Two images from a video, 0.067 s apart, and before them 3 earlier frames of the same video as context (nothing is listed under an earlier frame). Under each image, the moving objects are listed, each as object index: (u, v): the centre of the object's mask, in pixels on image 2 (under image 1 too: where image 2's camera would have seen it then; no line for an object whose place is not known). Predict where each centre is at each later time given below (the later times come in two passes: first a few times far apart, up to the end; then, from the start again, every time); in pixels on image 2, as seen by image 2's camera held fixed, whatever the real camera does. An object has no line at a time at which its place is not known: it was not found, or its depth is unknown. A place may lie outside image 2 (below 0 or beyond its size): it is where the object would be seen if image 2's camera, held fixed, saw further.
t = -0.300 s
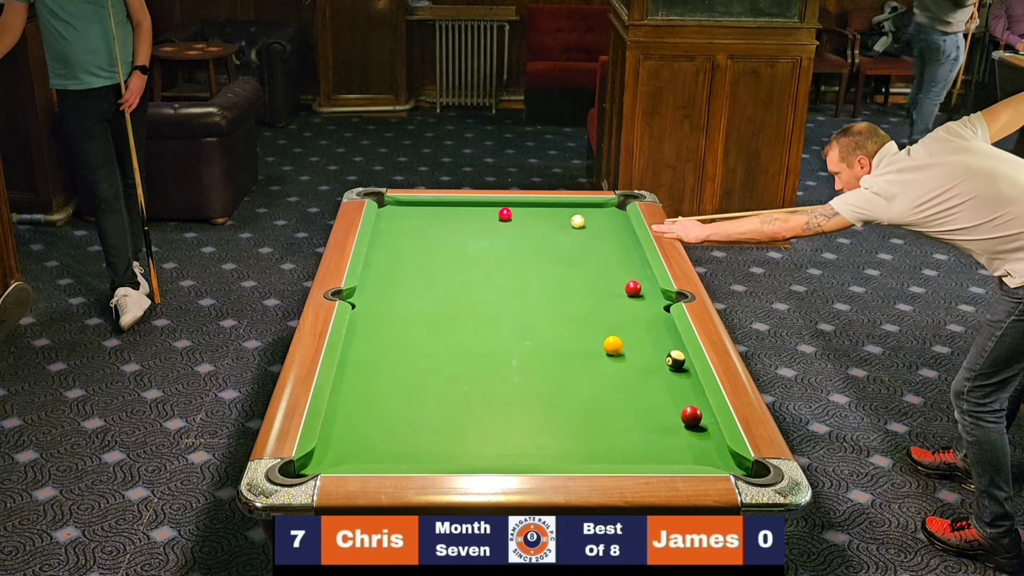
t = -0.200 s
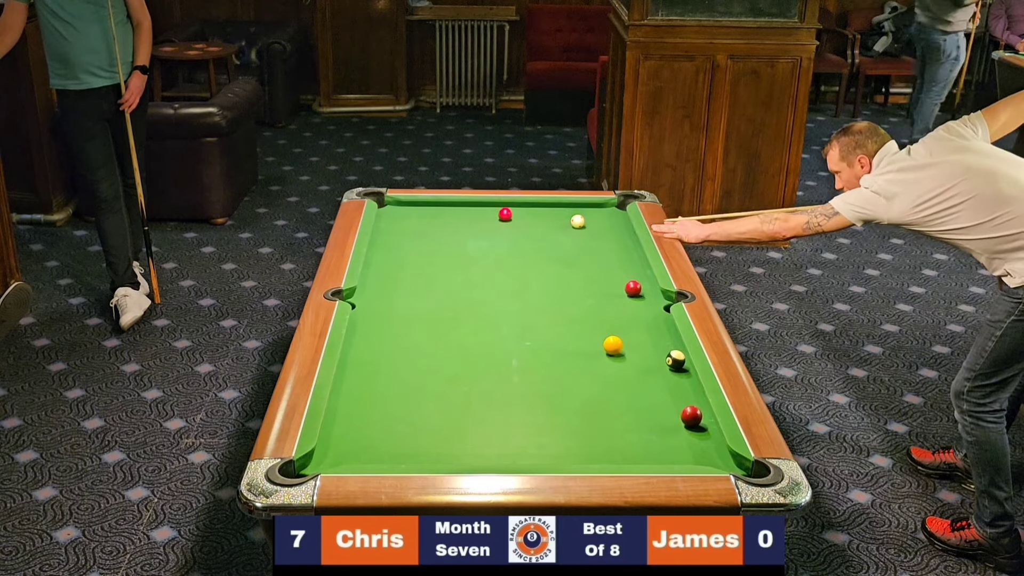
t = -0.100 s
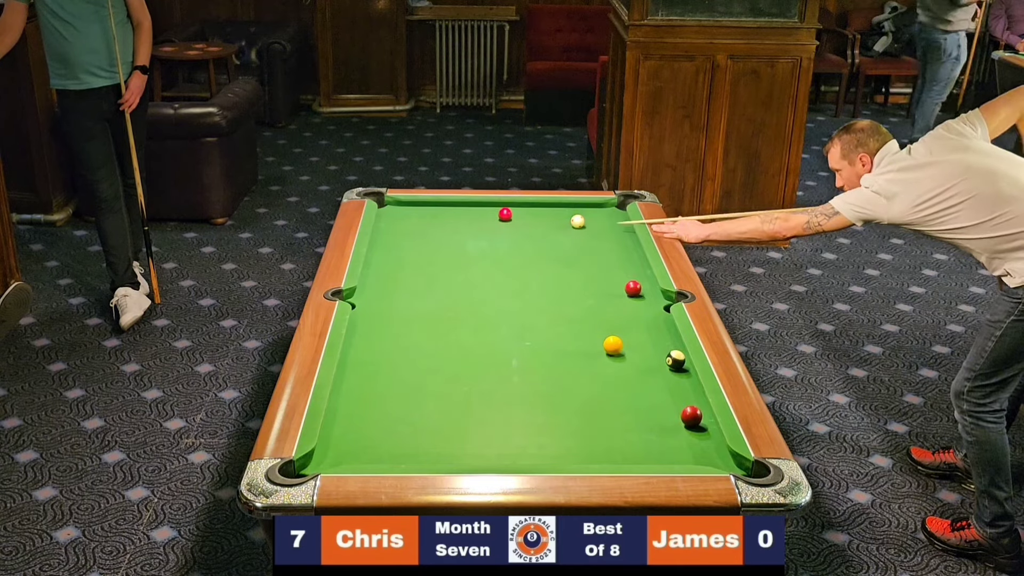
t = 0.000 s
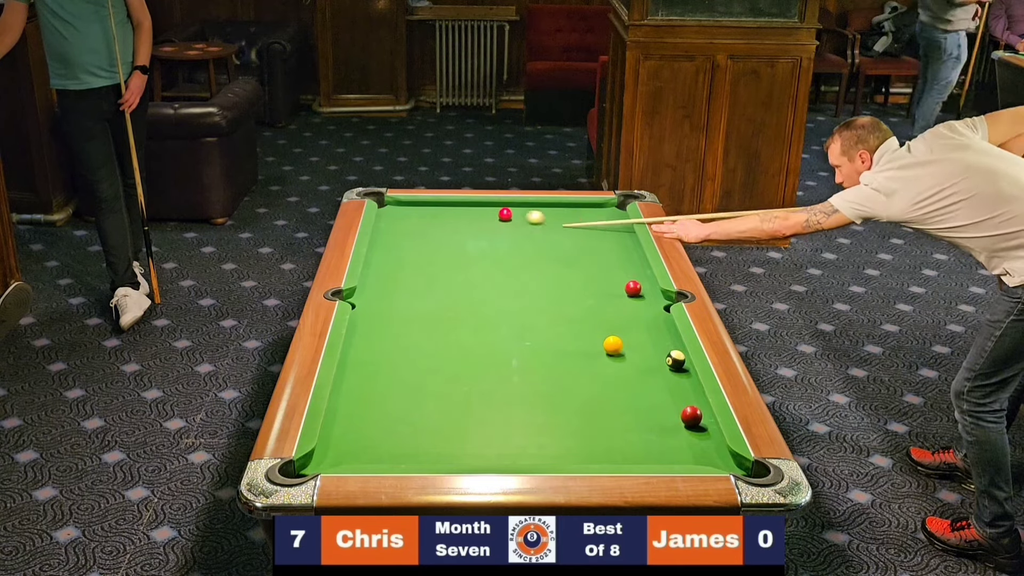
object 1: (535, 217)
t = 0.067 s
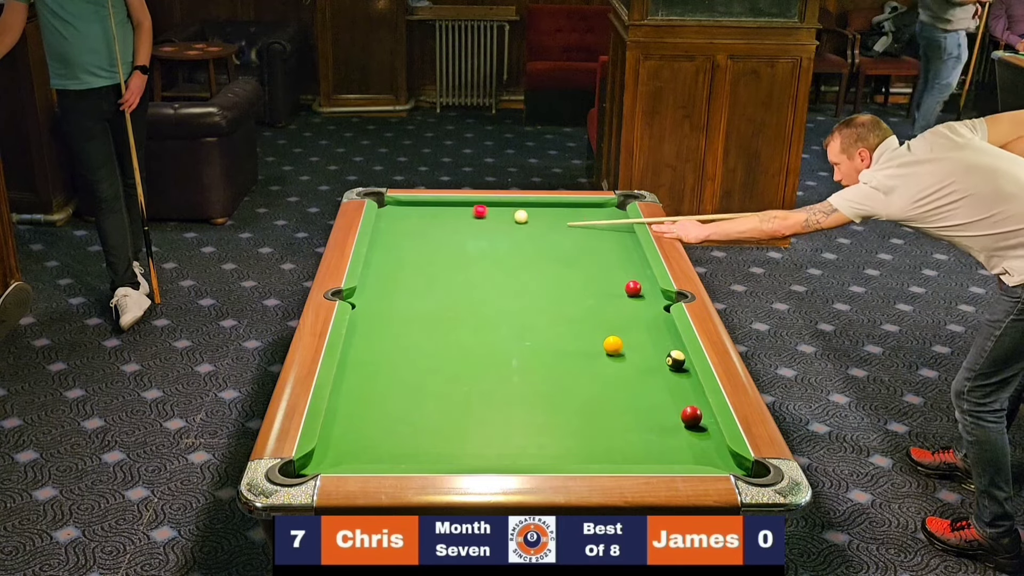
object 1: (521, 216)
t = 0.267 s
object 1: (550, 221)
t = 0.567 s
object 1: (609, 229)
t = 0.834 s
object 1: (609, 232)
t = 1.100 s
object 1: (579, 234)
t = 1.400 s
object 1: (547, 235)
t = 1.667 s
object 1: (521, 235)
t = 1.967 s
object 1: (495, 236)
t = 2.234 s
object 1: (473, 237)
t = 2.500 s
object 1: (454, 238)
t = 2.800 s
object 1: (436, 238)
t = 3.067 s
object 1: (422, 238)
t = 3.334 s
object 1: (411, 239)
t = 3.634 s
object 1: (401, 239)
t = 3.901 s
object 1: (395, 239)
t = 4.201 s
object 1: (391, 239)
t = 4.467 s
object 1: (391, 239)
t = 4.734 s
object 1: (391, 239)
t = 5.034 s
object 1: (391, 239)
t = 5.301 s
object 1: (391, 239)
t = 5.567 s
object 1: (391, 239)
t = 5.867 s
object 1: (391, 239)
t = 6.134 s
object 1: (391, 239)
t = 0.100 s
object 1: (524, 217)
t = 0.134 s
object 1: (528, 218)
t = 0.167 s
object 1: (532, 218)
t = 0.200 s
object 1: (538, 219)
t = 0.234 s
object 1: (544, 220)
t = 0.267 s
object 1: (550, 221)
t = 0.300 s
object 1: (557, 222)
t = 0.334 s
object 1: (564, 223)
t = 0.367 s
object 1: (570, 224)
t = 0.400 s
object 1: (576, 224)
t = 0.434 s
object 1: (583, 225)
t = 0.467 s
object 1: (589, 226)
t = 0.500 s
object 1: (596, 227)
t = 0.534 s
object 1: (602, 228)
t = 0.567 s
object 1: (609, 229)
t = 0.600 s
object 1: (615, 230)
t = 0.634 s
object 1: (622, 231)
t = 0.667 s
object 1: (628, 232)
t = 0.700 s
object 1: (625, 232)
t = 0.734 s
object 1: (621, 232)
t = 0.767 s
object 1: (617, 232)
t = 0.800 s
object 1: (613, 232)
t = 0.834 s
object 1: (609, 232)
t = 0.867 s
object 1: (606, 233)
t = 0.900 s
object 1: (602, 233)
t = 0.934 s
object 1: (598, 233)
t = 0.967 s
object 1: (594, 233)
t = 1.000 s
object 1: (590, 233)
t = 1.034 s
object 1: (586, 233)
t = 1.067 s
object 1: (583, 233)
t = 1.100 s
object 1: (579, 234)
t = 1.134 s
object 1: (575, 234)
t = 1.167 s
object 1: (572, 234)
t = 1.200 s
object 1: (568, 234)
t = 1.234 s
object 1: (564, 234)
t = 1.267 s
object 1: (561, 234)
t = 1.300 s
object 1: (557, 234)
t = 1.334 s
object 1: (554, 234)
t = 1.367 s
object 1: (551, 235)
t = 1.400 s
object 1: (547, 235)
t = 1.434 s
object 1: (544, 235)
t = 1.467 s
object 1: (541, 235)
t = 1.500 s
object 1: (537, 235)
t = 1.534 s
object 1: (534, 235)
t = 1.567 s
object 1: (531, 235)
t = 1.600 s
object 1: (528, 235)
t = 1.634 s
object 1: (524, 235)
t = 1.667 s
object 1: (521, 235)
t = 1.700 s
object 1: (518, 236)
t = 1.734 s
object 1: (515, 236)
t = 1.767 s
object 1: (512, 236)
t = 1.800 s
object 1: (509, 236)
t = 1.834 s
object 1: (506, 236)
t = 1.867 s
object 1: (503, 236)
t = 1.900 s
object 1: (500, 236)
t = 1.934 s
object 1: (498, 236)
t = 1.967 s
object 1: (495, 236)
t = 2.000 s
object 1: (492, 237)
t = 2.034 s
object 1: (489, 237)
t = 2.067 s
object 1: (487, 237)
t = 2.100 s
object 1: (484, 237)
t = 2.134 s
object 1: (481, 237)
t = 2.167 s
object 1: (478, 237)
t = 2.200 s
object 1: (476, 237)
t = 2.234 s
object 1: (473, 237)
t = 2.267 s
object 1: (471, 237)
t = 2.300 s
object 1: (468, 237)
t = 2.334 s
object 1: (466, 237)
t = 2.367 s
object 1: (464, 237)
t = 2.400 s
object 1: (461, 237)
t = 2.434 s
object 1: (459, 237)
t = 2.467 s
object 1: (457, 238)
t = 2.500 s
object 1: (454, 238)
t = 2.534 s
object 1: (452, 238)
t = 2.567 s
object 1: (450, 238)
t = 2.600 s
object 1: (448, 238)
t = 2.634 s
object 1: (446, 238)
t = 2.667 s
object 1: (444, 238)
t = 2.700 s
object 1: (442, 238)
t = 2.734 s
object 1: (440, 238)
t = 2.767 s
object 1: (438, 238)
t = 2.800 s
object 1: (436, 238)
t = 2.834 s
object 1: (434, 238)
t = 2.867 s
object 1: (432, 238)
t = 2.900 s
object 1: (430, 238)
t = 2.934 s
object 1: (429, 238)
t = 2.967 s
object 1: (427, 238)
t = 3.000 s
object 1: (425, 238)
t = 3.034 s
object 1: (424, 238)
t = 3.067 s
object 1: (422, 238)
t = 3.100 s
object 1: (420, 238)
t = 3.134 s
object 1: (419, 238)
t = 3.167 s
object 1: (418, 238)
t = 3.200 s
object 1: (416, 239)
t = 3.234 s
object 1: (415, 239)
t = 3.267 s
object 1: (413, 239)
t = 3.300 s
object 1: (412, 239)
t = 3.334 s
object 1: (411, 239)
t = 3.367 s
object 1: (410, 239)
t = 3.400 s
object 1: (408, 239)
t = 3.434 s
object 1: (407, 239)
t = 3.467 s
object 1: (406, 239)
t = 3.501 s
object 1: (405, 239)
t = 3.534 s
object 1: (404, 239)
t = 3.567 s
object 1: (403, 239)
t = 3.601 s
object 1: (402, 239)
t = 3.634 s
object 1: (401, 239)
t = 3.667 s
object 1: (400, 239)
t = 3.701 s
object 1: (399, 239)
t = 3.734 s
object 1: (398, 239)
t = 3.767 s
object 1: (398, 239)
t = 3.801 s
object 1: (397, 239)
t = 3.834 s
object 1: (396, 239)
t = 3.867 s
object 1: (396, 239)
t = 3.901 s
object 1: (395, 239)
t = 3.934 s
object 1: (394, 239)
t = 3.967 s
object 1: (394, 239)
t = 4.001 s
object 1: (393, 239)
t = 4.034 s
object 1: (393, 239)
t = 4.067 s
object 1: (392, 239)
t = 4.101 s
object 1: (392, 239)
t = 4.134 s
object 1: (392, 239)
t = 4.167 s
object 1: (392, 239)
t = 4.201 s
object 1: (391, 239)
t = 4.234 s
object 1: (391, 239)
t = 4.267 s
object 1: (391, 239)
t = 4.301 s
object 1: (391, 239)
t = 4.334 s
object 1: (391, 239)
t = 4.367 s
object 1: (391, 239)
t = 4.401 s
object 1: (390, 239)
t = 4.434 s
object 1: (390, 239)
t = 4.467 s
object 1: (391, 239)
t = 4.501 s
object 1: (391, 239)
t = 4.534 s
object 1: (391, 239)
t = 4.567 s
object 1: (391, 239)
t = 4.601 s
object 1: (391, 239)
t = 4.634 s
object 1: (391, 239)
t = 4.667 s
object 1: (391, 239)
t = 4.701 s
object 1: (391, 239)
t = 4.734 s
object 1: (391, 239)
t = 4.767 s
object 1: (391, 239)
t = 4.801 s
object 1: (391, 239)
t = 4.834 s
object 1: (391, 239)
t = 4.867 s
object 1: (391, 239)
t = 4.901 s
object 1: (391, 239)
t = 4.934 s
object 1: (391, 239)
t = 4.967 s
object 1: (391, 239)
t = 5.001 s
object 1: (391, 239)
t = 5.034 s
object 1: (391, 239)
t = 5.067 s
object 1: (391, 239)
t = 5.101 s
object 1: (391, 239)
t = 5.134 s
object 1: (391, 239)
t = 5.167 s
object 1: (391, 239)
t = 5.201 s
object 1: (391, 239)
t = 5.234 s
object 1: (391, 239)
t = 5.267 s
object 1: (391, 239)
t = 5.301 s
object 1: (391, 239)
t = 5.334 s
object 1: (391, 239)
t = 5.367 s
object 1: (391, 239)
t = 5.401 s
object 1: (391, 239)
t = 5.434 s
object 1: (391, 239)
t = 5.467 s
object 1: (391, 239)
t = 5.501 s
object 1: (391, 239)
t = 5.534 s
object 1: (391, 239)
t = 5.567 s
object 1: (391, 239)
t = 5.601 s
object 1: (391, 239)
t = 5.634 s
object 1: (391, 239)
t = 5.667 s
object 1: (391, 239)
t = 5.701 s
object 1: (391, 239)
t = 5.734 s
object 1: (391, 239)
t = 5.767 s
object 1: (391, 239)
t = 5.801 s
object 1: (391, 239)
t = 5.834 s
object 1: (391, 239)
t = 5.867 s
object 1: (391, 239)
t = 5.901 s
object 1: (391, 239)
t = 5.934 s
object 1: (391, 239)
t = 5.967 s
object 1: (391, 239)
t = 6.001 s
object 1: (391, 239)
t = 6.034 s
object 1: (391, 239)
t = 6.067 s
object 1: (391, 239)
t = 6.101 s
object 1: (391, 239)
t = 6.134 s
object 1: (391, 239)
